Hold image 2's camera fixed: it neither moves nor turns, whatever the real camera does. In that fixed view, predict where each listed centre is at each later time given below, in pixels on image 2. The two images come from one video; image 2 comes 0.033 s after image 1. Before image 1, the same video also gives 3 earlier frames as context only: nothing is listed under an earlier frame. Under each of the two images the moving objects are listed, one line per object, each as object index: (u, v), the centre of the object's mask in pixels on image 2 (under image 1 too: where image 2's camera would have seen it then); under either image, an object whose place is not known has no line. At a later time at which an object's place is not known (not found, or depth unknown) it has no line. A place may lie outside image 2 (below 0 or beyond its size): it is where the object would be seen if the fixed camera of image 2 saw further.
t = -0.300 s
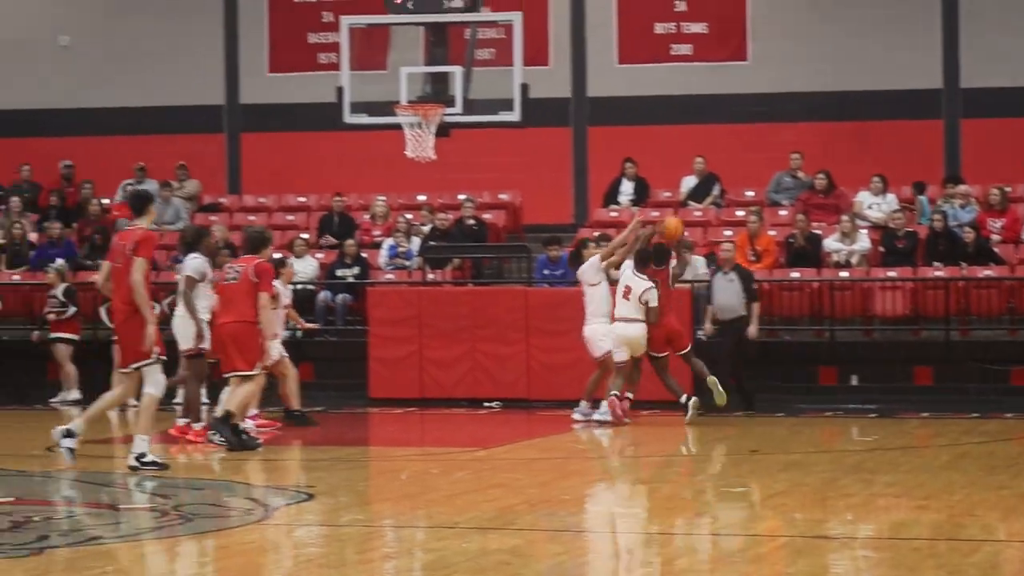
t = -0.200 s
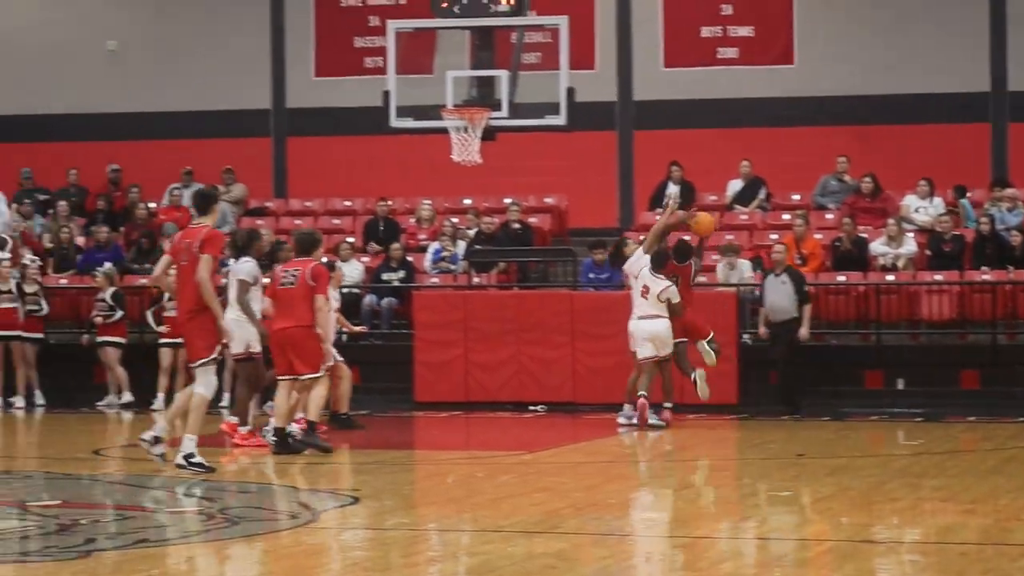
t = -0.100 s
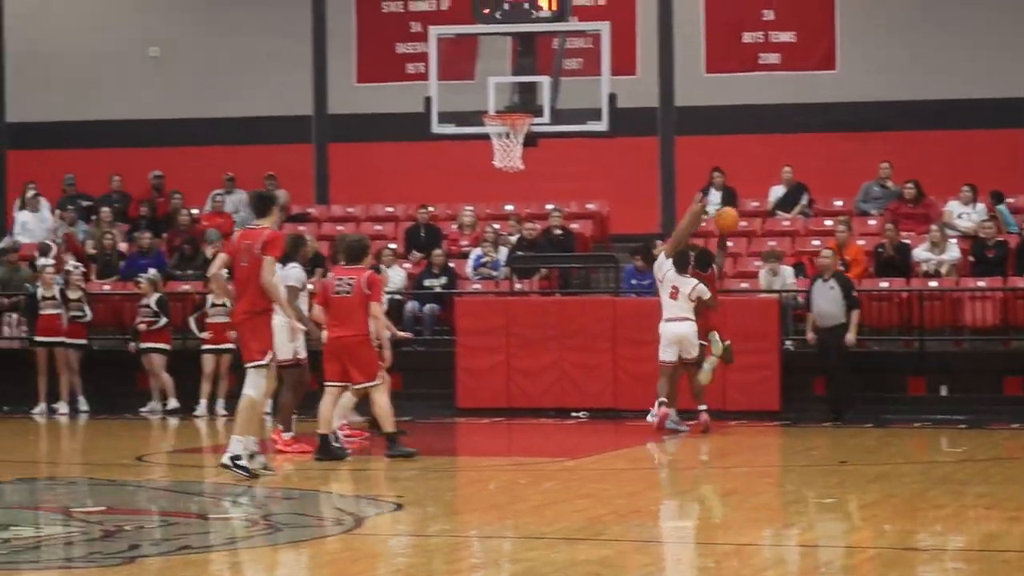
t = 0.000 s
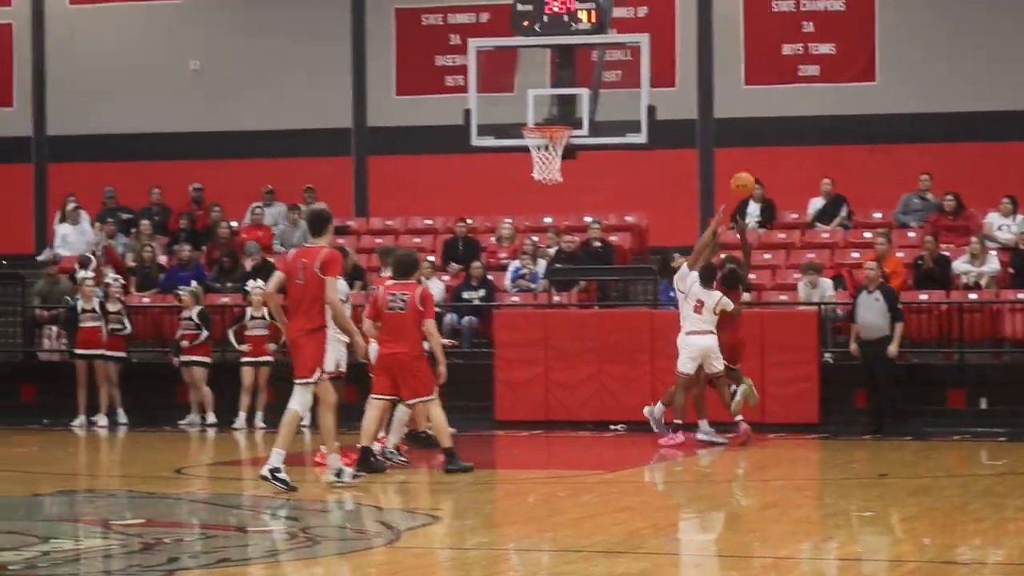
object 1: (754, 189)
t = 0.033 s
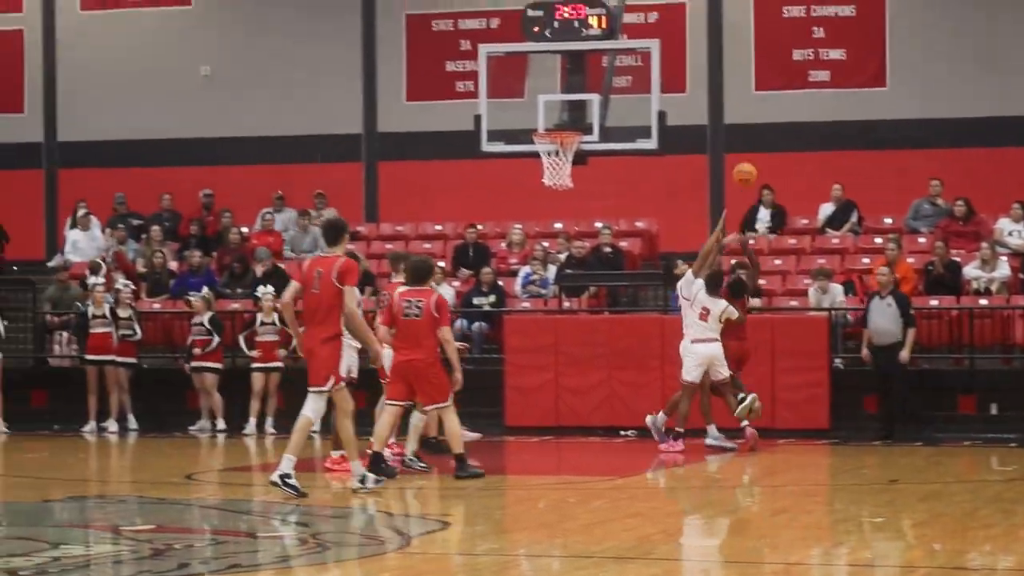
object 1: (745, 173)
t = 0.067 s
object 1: (736, 160)
